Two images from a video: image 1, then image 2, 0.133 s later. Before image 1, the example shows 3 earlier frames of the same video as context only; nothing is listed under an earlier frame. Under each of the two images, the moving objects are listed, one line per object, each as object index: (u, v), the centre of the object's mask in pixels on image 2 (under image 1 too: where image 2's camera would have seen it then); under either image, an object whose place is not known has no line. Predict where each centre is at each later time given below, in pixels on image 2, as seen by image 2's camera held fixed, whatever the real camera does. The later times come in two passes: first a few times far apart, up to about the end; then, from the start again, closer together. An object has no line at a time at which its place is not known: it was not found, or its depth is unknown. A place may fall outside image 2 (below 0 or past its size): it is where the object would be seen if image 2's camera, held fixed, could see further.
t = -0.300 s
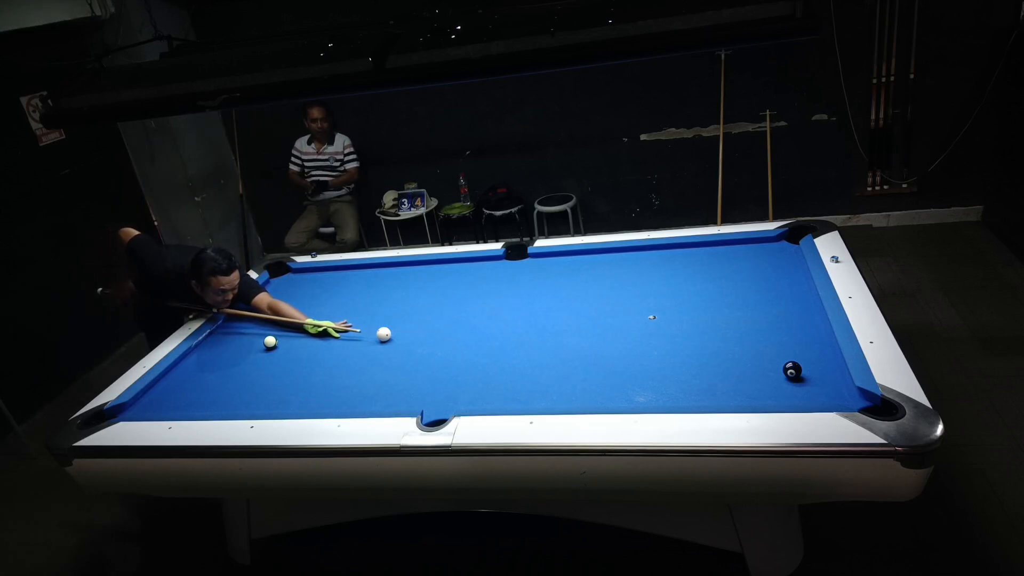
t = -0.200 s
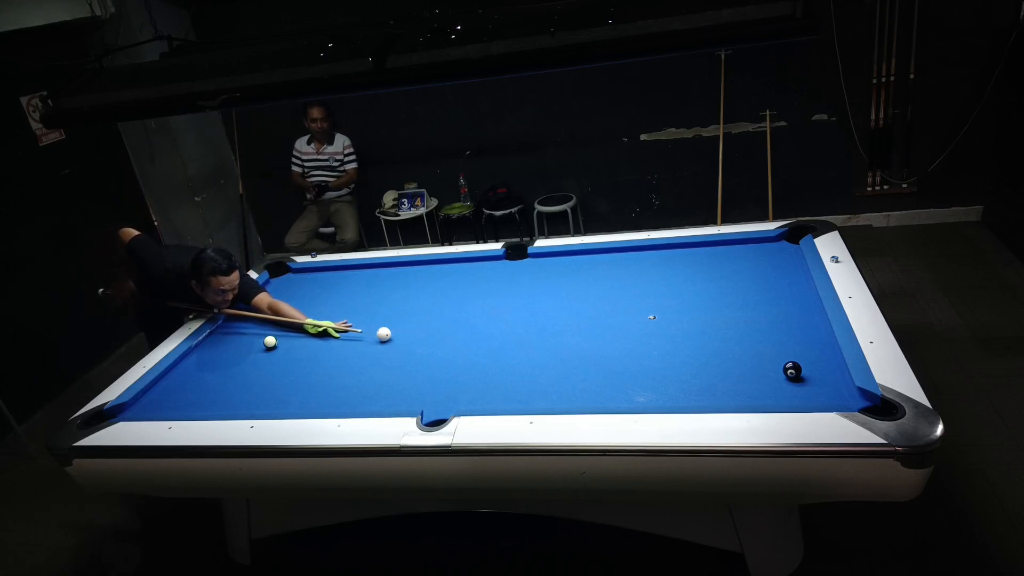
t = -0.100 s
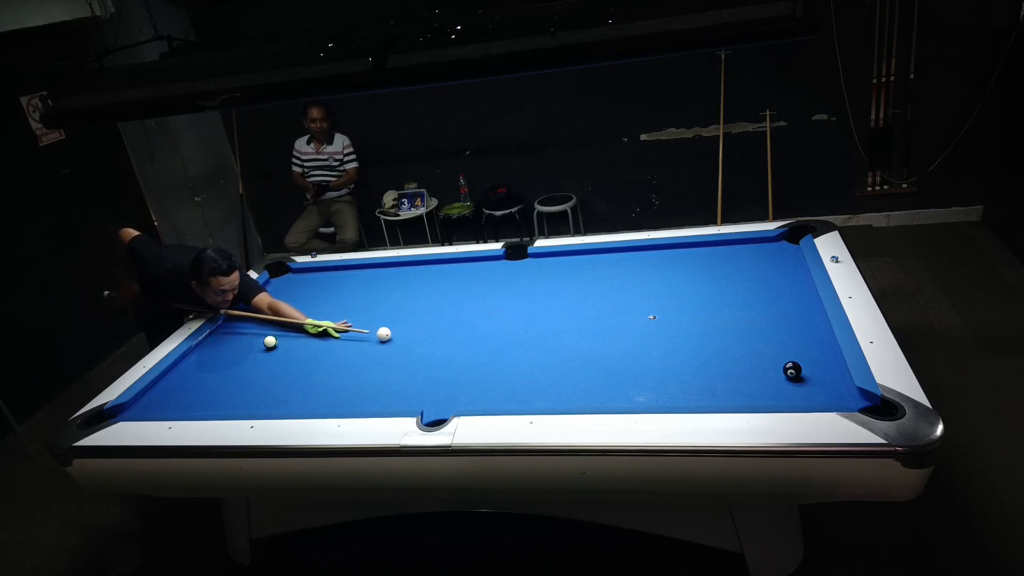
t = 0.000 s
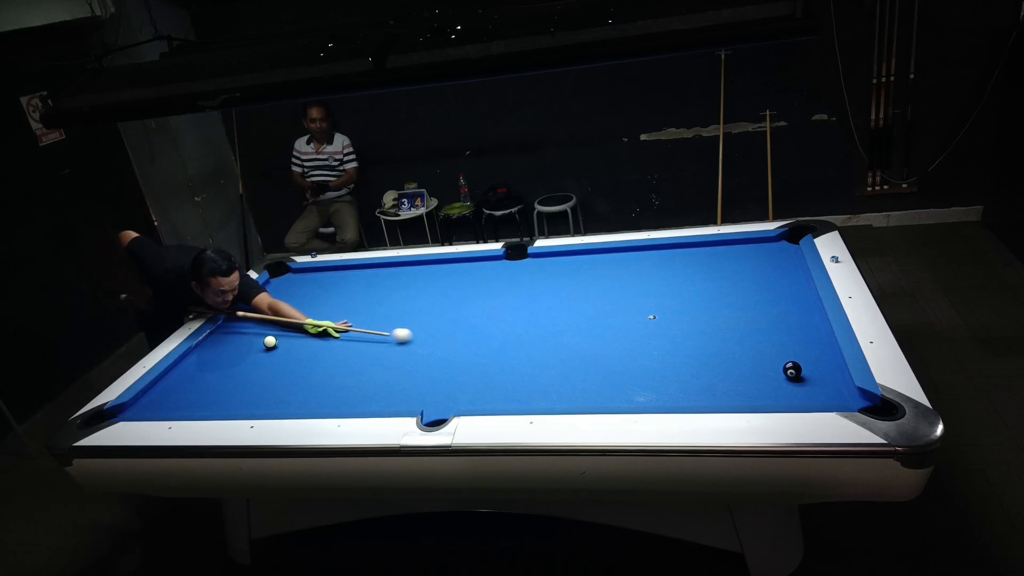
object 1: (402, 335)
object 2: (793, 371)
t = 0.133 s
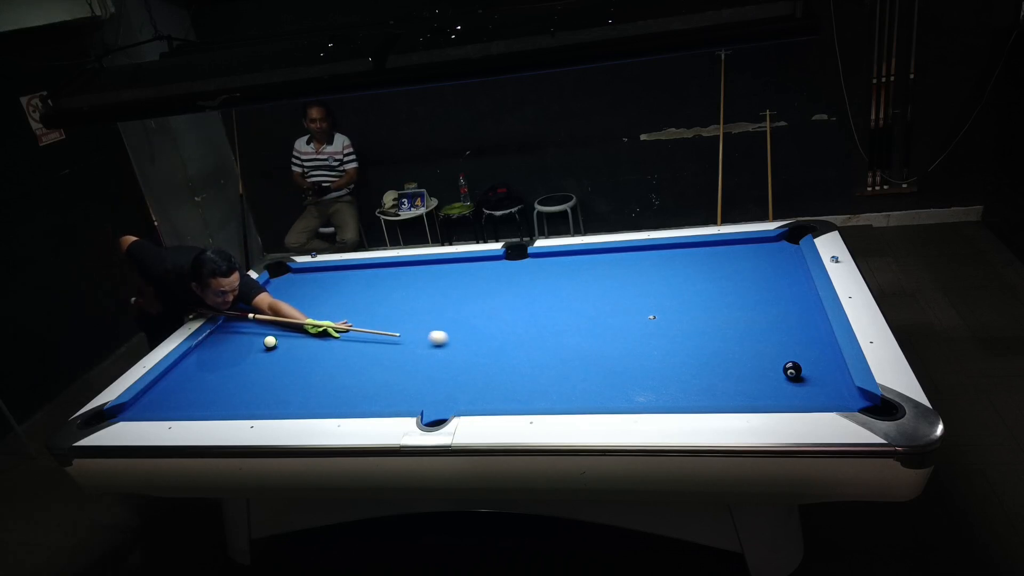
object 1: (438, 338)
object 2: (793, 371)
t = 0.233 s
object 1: (465, 340)
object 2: (793, 371)
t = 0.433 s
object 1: (521, 344)
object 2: (793, 371)
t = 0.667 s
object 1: (590, 349)
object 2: (793, 371)
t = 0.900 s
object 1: (664, 355)
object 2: (793, 371)
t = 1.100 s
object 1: (731, 360)
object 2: (793, 371)
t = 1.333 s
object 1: (789, 359)
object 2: (819, 379)
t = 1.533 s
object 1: (818, 351)
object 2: (840, 392)
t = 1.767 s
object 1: (813, 346)
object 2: (820, 397)
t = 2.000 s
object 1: (786, 343)
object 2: (800, 393)
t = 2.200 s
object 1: (766, 341)
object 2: (785, 388)
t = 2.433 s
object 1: (743, 338)
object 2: (768, 382)
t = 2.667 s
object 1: (723, 336)
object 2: (753, 377)
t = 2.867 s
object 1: (707, 334)
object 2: (741, 373)
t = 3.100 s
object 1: (691, 332)
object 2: (729, 370)
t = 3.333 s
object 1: (675, 330)
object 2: (719, 367)
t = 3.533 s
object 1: (664, 328)
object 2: (711, 364)
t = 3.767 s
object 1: (651, 326)
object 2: (703, 361)
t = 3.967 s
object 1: (642, 325)
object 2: (698, 360)
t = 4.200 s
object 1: (631, 324)
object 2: (692, 358)
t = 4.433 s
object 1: (623, 323)
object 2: (687, 356)
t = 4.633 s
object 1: (616, 323)
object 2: (684, 355)
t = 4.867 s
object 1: (609, 322)
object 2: (682, 354)
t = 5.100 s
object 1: (604, 321)
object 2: (681, 354)
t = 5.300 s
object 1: (600, 321)
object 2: (680, 354)
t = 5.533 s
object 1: (598, 320)
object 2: (680, 354)
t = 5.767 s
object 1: (596, 320)
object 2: (680, 354)
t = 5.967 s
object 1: (594, 320)
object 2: (681, 354)
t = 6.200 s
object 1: (592, 319)
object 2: (681, 354)
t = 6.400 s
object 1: (590, 319)
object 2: (681, 354)
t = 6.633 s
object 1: (589, 319)
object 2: (681, 354)
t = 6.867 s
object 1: (588, 319)
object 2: (681, 354)
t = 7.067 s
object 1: (588, 320)
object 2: (681, 354)
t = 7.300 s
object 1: (588, 319)
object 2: (681, 354)
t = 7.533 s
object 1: (588, 320)
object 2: (681, 354)
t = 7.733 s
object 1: (588, 320)
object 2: (681, 354)
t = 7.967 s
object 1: (588, 320)
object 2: (681, 354)
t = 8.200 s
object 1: (588, 320)
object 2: (681, 354)
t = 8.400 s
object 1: (588, 320)
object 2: (681, 354)
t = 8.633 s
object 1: (588, 320)
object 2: (681, 354)
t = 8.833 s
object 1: (588, 320)
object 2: (681, 354)
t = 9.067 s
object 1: (588, 320)
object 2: (681, 354)
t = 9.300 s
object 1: (588, 320)
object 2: (681, 354)
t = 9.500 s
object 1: (588, 320)
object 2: (681, 354)
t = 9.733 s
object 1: (588, 320)
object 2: (681, 354)
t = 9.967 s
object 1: (588, 319)
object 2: (681, 354)
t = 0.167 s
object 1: (447, 339)
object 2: (793, 371)
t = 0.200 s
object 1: (456, 339)
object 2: (793, 371)
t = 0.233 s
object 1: (465, 340)
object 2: (793, 371)
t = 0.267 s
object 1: (474, 341)
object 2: (793, 371)
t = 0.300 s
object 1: (483, 341)
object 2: (793, 371)
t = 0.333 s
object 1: (493, 342)
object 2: (793, 371)
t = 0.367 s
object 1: (502, 343)
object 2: (793, 371)
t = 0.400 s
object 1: (512, 344)
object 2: (793, 371)
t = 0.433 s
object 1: (521, 344)
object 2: (793, 371)
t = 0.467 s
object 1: (530, 345)
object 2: (793, 371)
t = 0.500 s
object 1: (540, 346)
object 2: (793, 371)
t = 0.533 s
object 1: (550, 346)
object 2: (793, 371)
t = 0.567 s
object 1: (560, 347)
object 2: (793, 371)
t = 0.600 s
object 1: (570, 348)
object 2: (793, 371)
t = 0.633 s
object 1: (580, 349)
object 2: (793, 371)
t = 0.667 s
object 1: (590, 349)
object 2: (793, 371)
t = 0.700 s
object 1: (600, 350)
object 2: (793, 371)
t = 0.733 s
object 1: (611, 351)
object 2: (793, 371)
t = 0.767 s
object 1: (621, 351)
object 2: (793, 371)
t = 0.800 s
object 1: (632, 352)
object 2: (793, 371)
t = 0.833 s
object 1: (642, 353)
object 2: (793, 371)
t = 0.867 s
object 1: (653, 354)
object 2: (793, 371)
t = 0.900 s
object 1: (664, 355)
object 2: (793, 371)
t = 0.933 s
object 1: (675, 356)
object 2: (793, 371)
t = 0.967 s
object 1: (686, 356)
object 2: (793, 371)
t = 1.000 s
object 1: (697, 357)
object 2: (793, 371)
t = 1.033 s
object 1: (708, 358)
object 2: (793, 371)
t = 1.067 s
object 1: (720, 359)
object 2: (793, 371)
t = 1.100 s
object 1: (731, 360)
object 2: (793, 371)
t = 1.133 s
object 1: (743, 361)
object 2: (793, 371)
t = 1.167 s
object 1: (755, 362)
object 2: (792, 371)
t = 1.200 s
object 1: (767, 363)
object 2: (792, 371)
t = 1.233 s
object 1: (776, 363)
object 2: (795, 372)
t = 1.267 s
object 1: (780, 362)
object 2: (803, 374)
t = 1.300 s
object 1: (784, 360)
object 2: (812, 377)
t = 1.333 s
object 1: (789, 359)
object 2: (819, 379)
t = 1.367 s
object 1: (794, 358)
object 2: (826, 381)
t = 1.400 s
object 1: (799, 356)
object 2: (832, 383)
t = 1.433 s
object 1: (804, 355)
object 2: (839, 386)
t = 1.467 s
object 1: (809, 354)
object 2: (845, 388)
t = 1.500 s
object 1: (814, 353)
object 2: (843, 390)
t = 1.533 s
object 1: (818, 351)
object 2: (840, 392)
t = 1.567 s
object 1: (823, 350)
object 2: (837, 393)
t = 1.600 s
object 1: (828, 349)
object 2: (835, 394)
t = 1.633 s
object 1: (829, 348)
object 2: (832, 395)
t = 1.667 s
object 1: (824, 348)
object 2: (829, 396)
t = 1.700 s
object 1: (820, 347)
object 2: (827, 396)
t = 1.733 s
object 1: (816, 347)
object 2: (823, 397)
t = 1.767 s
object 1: (813, 346)
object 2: (820, 397)
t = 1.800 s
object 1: (809, 346)
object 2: (817, 396)
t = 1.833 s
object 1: (805, 345)
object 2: (814, 396)
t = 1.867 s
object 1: (801, 345)
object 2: (811, 395)
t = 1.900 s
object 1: (797, 344)
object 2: (809, 395)
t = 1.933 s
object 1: (794, 344)
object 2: (806, 394)
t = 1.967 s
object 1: (790, 344)
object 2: (803, 394)
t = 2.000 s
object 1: (786, 343)
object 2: (800, 393)
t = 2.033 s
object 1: (783, 343)
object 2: (798, 392)
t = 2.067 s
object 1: (779, 342)
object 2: (795, 392)
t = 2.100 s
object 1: (776, 342)
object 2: (793, 392)
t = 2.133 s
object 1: (772, 342)
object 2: (790, 390)
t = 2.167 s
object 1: (769, 341)
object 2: (787, 389)
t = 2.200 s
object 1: (766, 341)
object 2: (785, 388)
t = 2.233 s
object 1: (762, 340)
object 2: (782, 387)
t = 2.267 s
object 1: (759, 340)
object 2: (780, 386)
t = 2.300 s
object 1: (756, 339)
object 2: (777, 385)
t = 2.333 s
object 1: (753, 339)
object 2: (775, 384)
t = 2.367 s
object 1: (750, 339)
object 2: (772, 383)
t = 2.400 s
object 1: (746, 338)
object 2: (770, 383)
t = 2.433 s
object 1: (743, 338)
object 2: (768, 382)
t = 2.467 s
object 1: (741, 338)
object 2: (765, 381)
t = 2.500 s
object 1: (738, 337)
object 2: (763, 381)
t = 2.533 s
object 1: (735, 337)
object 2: (761, 380)
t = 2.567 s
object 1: (732, 337)
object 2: (759, 379)
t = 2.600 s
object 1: (729, 336)
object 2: (757, 378)
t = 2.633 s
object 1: (726, 336)
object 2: (755, 378)
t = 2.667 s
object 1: (723, 336)
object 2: (753, 377)
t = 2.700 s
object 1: (721, 335)
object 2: (751, 377)
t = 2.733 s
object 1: (718, 335)
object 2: (749, 376)
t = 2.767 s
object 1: (715, 334)
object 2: (747, 376)
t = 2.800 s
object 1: (713, 334)
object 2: (745, 375)
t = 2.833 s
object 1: (710, 334)
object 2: (743, 374)
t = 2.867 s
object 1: (707, 334)
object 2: (741, 373)
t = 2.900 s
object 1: (705, 333)
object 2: (740, 373)
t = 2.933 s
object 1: (702, 333)
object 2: (738, 372)
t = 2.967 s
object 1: (700, 333)
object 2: (736, 372)
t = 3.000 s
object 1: (698, 332)
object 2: (734, 371)
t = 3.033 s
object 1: (695, 332)
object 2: (733, 371)
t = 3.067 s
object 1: (693, 332)
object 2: (731, 370)
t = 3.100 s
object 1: (691, 332)
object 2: (729, 370)
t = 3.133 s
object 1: (688, 331)
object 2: (728, 369)
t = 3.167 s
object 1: (686, 331)
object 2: (726, 368)
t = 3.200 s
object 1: (684, 331)
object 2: (725, 368)
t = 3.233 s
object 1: (682, 331)
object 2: (723, 368)
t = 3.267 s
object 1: (680, 330)
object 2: (722, 367)
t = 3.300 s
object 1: (677, 330)
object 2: (720, 367)
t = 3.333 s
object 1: (675, 330)
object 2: (719, 367)
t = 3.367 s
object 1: (673, 329)
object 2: (718, 366)
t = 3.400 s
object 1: (671, 329)
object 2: (716, 366)
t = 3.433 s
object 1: (669, 329)
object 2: (715, 365)
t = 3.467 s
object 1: (667, 329)
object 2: (714, 365)
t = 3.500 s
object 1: (665, 328)
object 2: (712, 364)
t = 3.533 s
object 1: (664, 328)
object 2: (711, 364)
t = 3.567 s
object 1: (662, 328)
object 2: (710, 363)
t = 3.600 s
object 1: (660, 328)
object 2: (709, 363)
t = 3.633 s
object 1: (658, 327)
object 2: (708, 363)
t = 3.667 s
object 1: (656, 327)
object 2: (706, 362)
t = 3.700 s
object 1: (655, 327)
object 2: (705, 362)
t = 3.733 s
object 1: (653, 327)
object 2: (704, 362)
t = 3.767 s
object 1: (651, 326)
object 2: (703, 361)
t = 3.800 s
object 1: (650, 326)
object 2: (702, 361)
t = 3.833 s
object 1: (648, 326)
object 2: (701, 361)
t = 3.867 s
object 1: (646, 326)
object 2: (700, 361)
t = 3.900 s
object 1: (645, 325)
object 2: (700, 360)
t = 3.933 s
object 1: (643, 325)
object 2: (698, 360)
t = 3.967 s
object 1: (642, 325)
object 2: (698, 360)
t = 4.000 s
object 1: (640, 325)
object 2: (697, 360)
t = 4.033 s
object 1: (639, 325)
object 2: (696, 359)
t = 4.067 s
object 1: (637, 325)
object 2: (695, 359)
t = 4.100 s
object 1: (635, 325)
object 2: (694, 359)
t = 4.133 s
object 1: (634, 325)
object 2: (693, 359)
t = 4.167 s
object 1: (633, 324)
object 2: (693, 358)
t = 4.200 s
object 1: (631, 324)
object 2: (692, 358)
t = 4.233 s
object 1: (630, 324)
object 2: (691, 358)
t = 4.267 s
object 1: (629, 324)
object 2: (691, 358)
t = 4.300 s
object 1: (627, 324)
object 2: (690, 357)
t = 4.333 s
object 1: (626, 324)
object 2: (689, 357)
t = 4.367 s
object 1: (625, 324)
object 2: (689, 357)
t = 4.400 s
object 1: (624, 324)
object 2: (688, 357)
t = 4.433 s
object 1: (623, 323)
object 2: (687, 356)
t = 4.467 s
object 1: (621, 323)
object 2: (687, 356)
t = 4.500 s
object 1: (620, 323)
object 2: (686, 356)
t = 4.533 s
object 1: (619, 323)
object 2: (686, 356)
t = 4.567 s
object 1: (618, 323)
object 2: (685, 356)
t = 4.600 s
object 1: (617, 323)
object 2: (685, 356)
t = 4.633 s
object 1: (616, 323)
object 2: (684, 355)
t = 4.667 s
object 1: (615, 322)
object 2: (684, 355)
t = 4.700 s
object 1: (614, 322)
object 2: (683, 355)
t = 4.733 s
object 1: (613, 322)
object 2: (683, 355)
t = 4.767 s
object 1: (612, 322)
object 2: (683, 355)
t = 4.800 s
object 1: (611, 322)
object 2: (682, 355)
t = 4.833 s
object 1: (610, 322)
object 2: (682, 355)
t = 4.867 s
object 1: (609, 322)
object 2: (682, 354)
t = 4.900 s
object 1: (609, 321)
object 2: (682, 354)
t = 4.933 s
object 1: (608, 321)
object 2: (681, 354)
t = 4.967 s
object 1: (607, 321)
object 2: (681, 354)
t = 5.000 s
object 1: (606, 321)
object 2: (681, 354)
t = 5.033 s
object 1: (606, 321)
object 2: (681, 354)
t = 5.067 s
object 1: (605, 321)
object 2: (681, 354)
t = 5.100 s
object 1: (604, 321)
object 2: (681, 354)
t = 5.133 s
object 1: (603, 321)
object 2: (681, 354)
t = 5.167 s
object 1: (603, 321)
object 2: (681, 354)
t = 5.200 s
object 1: (602, 321)
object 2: (680, 354)
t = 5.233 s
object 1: (602, 320)
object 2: (680, 354)
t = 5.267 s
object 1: (601, 320)
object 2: (680, 354)
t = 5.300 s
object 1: (600, 321)
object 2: (680, 354)
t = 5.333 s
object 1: (600, 320)
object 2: (680, 354)
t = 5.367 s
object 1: (600, 320)
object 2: (681, 354)
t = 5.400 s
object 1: (599, 320)
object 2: (680, 354)
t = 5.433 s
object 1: (599, 320)
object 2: (680, 354)
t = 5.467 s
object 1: (598, 320)
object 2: (680, 354)
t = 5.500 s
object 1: (598, 320)
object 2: (680, 354)
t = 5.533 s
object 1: (598, 320)
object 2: (680, 354)
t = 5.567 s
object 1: (597, 320)
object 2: (680, 354)
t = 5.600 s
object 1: (597, 320)
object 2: (681, 354)
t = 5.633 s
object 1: (597, 320)
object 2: (681, 354)
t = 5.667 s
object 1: (596, 320)
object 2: (680, 354)
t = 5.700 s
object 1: (596, 320)
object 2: (680, 354)
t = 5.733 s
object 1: (596, 320)
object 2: (681, 354)
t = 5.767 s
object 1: (596, 320)
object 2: (680, 354)
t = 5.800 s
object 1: (595, 320)
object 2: (681, 354)
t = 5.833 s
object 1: (595, 320)
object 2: (681, 354)
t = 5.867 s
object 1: (595, 320)
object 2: (681, 354)
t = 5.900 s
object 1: (595, 320)
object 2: (681, 354)
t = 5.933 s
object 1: (594, 320)
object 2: (681, 354)
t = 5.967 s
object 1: (594, 320)
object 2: (681, 354)
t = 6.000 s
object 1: (594, 319)
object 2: (680, 354)
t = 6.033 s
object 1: (593, 319)
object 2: (681, 354)
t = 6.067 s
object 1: (593, 319)
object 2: (681, 354)
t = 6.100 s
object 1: (593, 320)
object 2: (681, 354)
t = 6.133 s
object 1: (592, 319)
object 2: (681, 354)
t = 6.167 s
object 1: (592, 320)
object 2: (681, 354)
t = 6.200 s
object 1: (592, 319)
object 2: (681, 354)
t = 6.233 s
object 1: (592, 320)
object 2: (681, 354)
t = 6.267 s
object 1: (591, 319)
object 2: (681, 354)
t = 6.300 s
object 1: (591, 319)
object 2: (681, 354)
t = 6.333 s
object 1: (591, 319)
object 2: (681, 354)
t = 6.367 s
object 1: (590, 319)
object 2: (681, 354)
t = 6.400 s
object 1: (590, 319)
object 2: (681, 354)
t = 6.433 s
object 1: (590, 319)
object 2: (681, 354)
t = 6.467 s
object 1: (590, 319)
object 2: (680, 354)
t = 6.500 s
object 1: (590, 319)
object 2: (681, 354)
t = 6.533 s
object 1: (589, 319)
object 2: (681, 354)
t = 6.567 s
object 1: (589, 319)
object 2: (681, 354)
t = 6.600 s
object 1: (589, 319)
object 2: (681, 354)
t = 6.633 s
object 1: (589, 319)
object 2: (681, 354)
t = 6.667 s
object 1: (589, 319)
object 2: (681, 354)
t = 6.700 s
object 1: (589, 319)
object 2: (681, 354)
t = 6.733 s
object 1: (588, 319)
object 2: (681, 354)
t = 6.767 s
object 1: (588, 319)
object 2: (681, 354)
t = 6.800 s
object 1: (588, 319)
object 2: (681, 354)
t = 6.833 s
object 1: (588, 319)
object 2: (681, 354)
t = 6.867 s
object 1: (588, 319)
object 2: (681, 354)
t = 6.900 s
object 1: (588, 319)
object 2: (681, 354)
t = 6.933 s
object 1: (588, 319)
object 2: (681, 354)
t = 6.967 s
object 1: (588, 320)
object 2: (681, 354)
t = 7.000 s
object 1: (588, 320)
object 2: (681, 354)
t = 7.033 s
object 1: (588, 320)
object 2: (681, 354)
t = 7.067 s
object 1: (588, 320)
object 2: (681, 354)
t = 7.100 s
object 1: (588, 320)
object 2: (681, 354)
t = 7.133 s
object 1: (588, 320)
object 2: (681, 354)
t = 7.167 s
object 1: (588, 320)
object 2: (681, 354)
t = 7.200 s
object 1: (588, 320)
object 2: (681, 354)
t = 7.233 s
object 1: (588, 320)
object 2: (681, 354)
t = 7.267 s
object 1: (588, 320)
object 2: (681, 354)
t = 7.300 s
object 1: (588, 319)
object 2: (681, 354)
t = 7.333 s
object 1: (588, 319)
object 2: (681, 354)
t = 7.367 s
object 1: (588, 320)
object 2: (681, 354)
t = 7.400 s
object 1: (588, 320)
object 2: (681, 354)
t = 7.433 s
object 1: (588, 320)
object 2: (681, 354)
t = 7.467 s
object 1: (588, 320)
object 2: (681, 354)
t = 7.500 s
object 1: (588, 320)
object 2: (681, 354)
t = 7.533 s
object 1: (588, 320)
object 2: (681, 354)
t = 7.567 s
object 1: (588, 320)
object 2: (681, 354)
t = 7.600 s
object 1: (588, 320)
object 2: (681, 354)
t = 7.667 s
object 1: (588, 320)
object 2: (681, 354)
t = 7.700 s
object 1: (588, 320)
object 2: (681, 354)
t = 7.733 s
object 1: (588, 320)
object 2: (681, 354)
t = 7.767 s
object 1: (588, 320)
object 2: (681, 354)
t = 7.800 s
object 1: (588, 320)
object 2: (681, 354)
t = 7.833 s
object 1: (588, 320)
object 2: (681, 354)
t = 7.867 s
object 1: (588, 320)
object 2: (681, 354)
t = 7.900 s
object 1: (588, 320)
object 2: (681, 354)
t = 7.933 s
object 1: (588, 320)
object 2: (681, 354)
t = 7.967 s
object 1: (588, 320)
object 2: (681, 354)
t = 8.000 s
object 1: (588, 320)
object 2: (681, 354)
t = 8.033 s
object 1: (588, 320)
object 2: (681, 354)
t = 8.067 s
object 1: (588, 320)
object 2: (681, 354)
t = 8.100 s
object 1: (588, 320)
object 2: (681, 354)
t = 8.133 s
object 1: (588, 320)
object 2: (681, 354)
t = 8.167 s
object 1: (588, 320)
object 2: (681, 354)
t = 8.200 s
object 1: (588, 320)
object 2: (681, 354)
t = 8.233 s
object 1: (588, 320)
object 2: (681, 354)
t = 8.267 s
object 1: (588, 320)
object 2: (681, 354)
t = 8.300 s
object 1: (588, 320)
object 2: (681, 354)
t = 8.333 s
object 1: (588, 320)
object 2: (681, 354)
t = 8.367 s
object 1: (588, 320)
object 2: (681, 354)
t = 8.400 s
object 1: (588, 320)
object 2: (681, 354)
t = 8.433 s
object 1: (588, 320)
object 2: (681, 354)
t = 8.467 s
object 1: (588, 320)
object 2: (681, 354)
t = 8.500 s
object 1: (588, 320)
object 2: (681, 354)
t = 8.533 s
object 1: (588, 320)
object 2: (681, 354)
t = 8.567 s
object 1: (588, 320)
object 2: (681, 354)
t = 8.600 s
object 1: (588, 320)
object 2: (681, 354)
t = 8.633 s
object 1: (588, 320)
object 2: (681, 354)
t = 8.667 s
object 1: (588, 319)
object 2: (681, 354)
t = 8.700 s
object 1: (588, 320)
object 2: (681, 354)
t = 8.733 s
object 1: (588, 320)
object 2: (681, 354)
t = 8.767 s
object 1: (588, 320)
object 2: (681, 354)
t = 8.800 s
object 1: (588, 320)
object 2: (681, 354)
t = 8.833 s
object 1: (588, 320)
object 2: (681, 354)
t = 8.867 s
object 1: (588, 320)
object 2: (681, 354)
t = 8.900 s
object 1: (588, 319)
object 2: (681, 354)
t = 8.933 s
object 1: (588, 320)
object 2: (681, 354)
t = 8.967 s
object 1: (588, 320)
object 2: (681, 354)
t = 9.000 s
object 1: (588, 320)
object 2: (681, 354)
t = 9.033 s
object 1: (588, 320)
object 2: (681, 354)
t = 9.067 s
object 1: (588, 320)
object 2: (681, 354)
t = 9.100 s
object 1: (588, 320)
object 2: (681, 354)
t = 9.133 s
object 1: (588, 320)
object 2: (681, 354)
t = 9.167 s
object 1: (588, 320)
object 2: (681, 354)
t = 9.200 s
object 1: (588, 320)
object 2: (681, 354)
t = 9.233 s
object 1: (588, 319)
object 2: (681, 354)
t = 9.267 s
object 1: (588, 320)
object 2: (681, 354)
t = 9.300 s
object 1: (588, 320)
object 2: (681, 354)
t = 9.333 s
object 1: (588, 320)
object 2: (681, 354)
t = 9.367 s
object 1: (588, 320)
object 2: (681, 354)
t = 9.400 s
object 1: (588, 320)
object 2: (681, 354)
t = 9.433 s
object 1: (588, 320)
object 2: (681, 354)
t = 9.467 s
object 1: (588, 320)
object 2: (681, 354)
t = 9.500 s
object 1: (588, 320)
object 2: (681, 354)
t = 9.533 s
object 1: (588, 320)
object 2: (681, 354)
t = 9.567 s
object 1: (588, 320)
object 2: (681, 354)
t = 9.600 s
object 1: (588, 320)
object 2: (681, 354)
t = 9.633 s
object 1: (588, 320)
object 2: (681, 354)
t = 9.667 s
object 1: (588, 320)
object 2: (681, 354)
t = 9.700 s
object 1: (588, 320)
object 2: (681, 354)
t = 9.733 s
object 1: (588, 320)
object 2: (681, 354)
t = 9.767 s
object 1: (588, 320)
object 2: (681, 354)
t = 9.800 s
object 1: (588, 320)
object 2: (681, 354)
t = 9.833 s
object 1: (588, 320)
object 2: (681, 354)
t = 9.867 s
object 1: (588, 319)
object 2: (681, 354)
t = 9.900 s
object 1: (588, 320)
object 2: (681, 354)
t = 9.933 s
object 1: (588, 320)
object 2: (681, 354)
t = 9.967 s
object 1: (588, 319)
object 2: (681, 354)
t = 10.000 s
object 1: (588, 320)
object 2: (681, 354)
